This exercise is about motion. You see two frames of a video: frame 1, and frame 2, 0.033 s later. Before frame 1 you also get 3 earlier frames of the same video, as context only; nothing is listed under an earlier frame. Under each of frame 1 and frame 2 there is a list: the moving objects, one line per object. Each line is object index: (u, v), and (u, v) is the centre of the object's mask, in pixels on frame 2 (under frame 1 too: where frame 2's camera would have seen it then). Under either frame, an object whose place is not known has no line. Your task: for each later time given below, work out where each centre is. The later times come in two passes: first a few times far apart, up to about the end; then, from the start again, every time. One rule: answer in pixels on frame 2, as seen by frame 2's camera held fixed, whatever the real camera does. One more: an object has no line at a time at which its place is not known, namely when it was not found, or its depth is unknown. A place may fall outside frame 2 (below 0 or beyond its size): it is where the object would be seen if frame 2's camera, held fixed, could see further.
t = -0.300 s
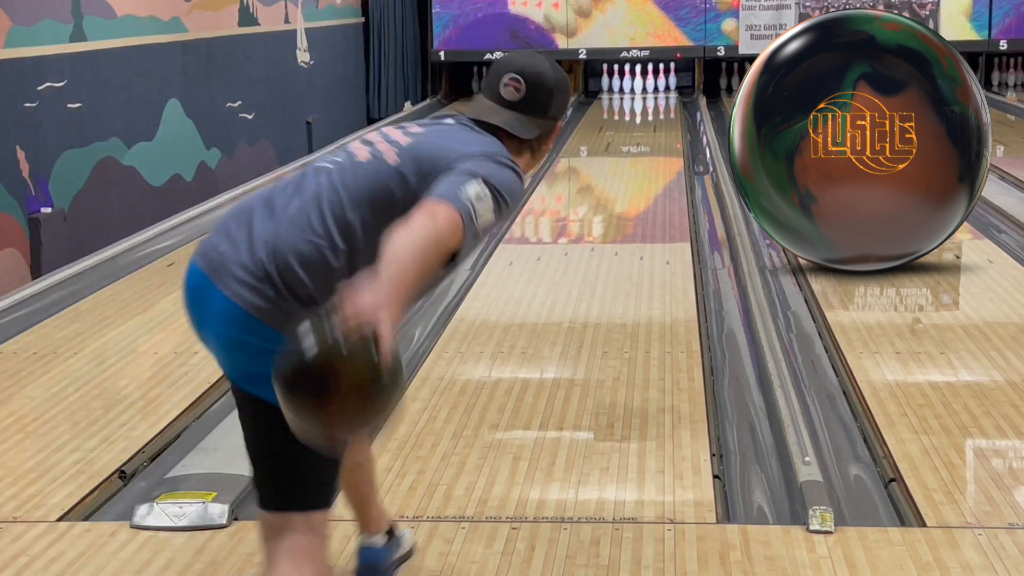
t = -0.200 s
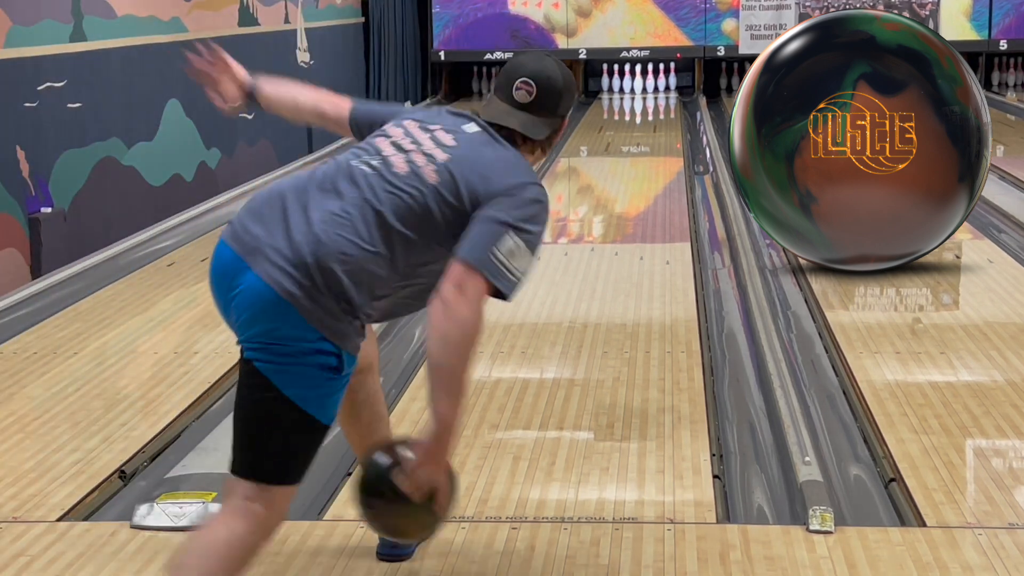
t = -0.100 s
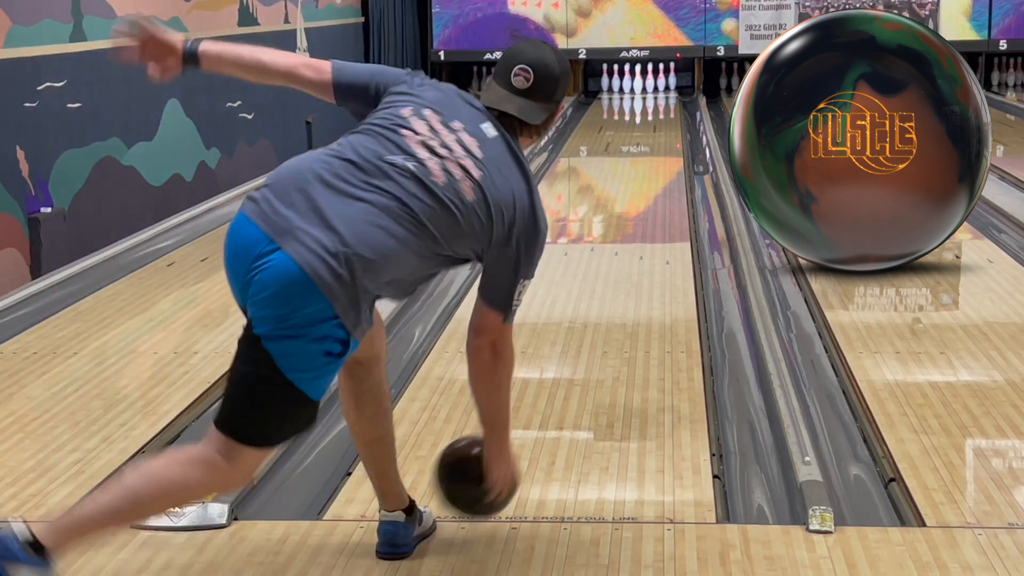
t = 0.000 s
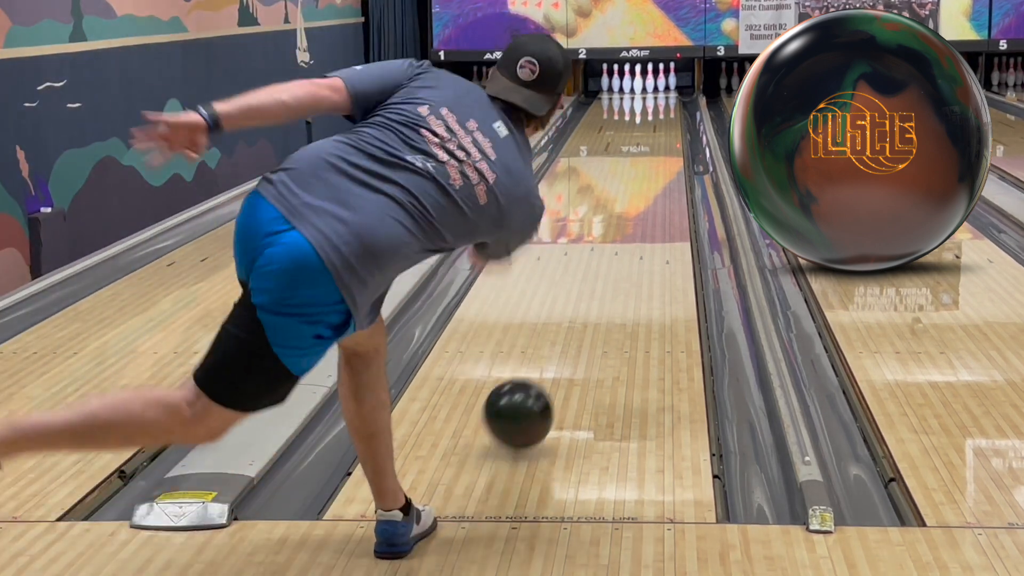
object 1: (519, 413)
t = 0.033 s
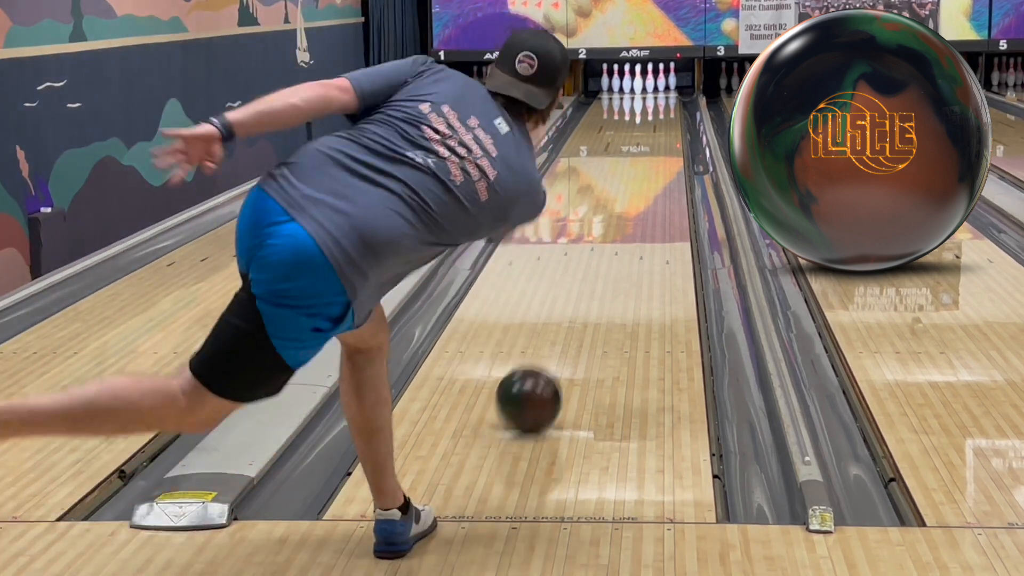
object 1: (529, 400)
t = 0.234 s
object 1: (575, 304)
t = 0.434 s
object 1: (602, 244)
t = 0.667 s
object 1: (623, 198)
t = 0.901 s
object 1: (636, 166)
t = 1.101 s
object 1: (645, 146)
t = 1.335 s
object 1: (652, 128)
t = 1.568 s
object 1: (657, 113)
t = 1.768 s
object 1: (656, 103)
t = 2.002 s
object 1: (650, 94)
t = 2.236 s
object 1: (643, 87)
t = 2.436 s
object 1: (643, 83)
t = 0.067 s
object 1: (538, 376)
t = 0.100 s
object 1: (547, 361)
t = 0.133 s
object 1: (555, 344)
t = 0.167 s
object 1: (562, 331)
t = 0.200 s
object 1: (568, 316)
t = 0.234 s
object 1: (575, 304)
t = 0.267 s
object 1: (580, 291)
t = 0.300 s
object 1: (585, 280)
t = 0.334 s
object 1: (590, 270)
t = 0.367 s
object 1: (594, 261)
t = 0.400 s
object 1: (598, 252)
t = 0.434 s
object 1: (602, 244)
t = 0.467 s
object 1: (606, 236)
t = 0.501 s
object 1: (609, 228)
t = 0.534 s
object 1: (612, 222)
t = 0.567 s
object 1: (615, 215)
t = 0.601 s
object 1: (618, 209)
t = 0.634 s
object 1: (620, 204)
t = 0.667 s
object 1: (623, 198)
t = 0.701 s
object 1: (625, 193)
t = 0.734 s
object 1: (627, 188)
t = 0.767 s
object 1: (629, 183)
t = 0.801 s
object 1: (631, 179)
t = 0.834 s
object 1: (633, 174)
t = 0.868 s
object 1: (635, 170)
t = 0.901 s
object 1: (636, 166)
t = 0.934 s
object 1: (638, 163)
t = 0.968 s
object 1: (640, 159)
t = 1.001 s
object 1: (641, 156)
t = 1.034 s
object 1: (642, 152)
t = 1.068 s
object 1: (644, 149)
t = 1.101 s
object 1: (645, 146)
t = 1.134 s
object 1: (646, 143)
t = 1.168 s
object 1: (647, 140)
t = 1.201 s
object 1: (649, 138)
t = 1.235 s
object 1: (649, 135)
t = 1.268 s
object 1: (650, 133)
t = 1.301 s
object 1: (651, 130)
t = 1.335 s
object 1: (652, 128)
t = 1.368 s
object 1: (653, 125)
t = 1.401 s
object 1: (654, 123)
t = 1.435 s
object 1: (655, 121)
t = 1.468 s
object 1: (655, 119)
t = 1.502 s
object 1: (656, 116)
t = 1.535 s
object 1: (656, 114)
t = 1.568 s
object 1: (657, 113)
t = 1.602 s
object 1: (657, 111)
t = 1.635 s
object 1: (657, 109)
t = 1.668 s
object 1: (657, 107)
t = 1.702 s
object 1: (657, 106)
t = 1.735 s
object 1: (657, 104)
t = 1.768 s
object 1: (656, 103)
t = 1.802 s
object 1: (655, 102)
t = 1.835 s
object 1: (656, 100)
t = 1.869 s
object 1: (655, 98)
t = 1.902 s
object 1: (654, 97)
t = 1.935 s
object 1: (653, 97)
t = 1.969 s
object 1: (652, 95)
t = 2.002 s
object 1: (650, 94)
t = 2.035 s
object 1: (650, 93)
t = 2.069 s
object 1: (649, 91)
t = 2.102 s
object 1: (648, 90)
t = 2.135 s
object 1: (647, 90)
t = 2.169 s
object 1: (645, 88)
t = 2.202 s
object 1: (643, 87)
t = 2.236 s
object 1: (643, 87)
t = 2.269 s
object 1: (643, 86)
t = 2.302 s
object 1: (642, 86)
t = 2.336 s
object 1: (643, 85)
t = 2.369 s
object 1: (642, 84)
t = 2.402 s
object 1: (642, 83)
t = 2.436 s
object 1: (643, 83)
